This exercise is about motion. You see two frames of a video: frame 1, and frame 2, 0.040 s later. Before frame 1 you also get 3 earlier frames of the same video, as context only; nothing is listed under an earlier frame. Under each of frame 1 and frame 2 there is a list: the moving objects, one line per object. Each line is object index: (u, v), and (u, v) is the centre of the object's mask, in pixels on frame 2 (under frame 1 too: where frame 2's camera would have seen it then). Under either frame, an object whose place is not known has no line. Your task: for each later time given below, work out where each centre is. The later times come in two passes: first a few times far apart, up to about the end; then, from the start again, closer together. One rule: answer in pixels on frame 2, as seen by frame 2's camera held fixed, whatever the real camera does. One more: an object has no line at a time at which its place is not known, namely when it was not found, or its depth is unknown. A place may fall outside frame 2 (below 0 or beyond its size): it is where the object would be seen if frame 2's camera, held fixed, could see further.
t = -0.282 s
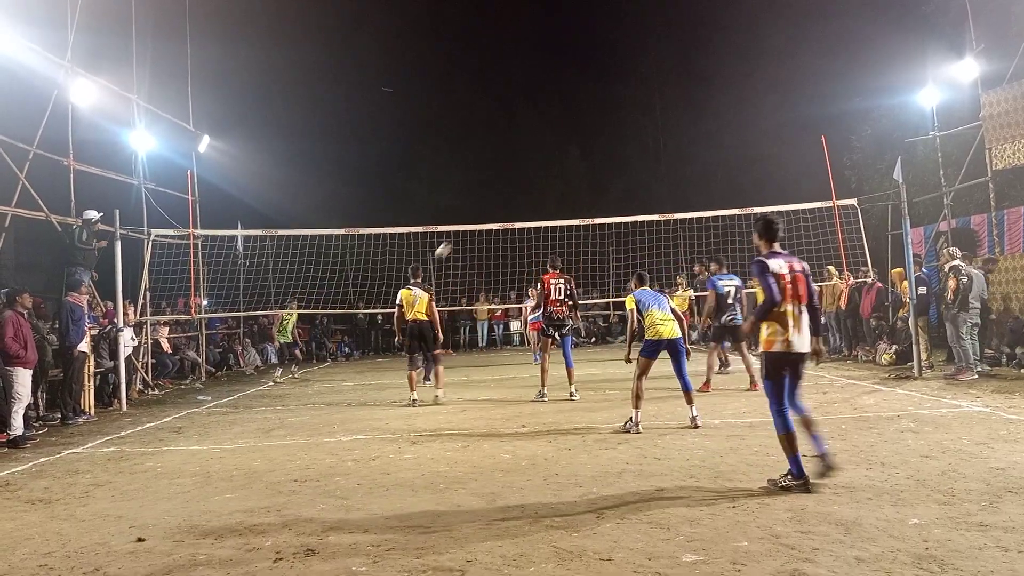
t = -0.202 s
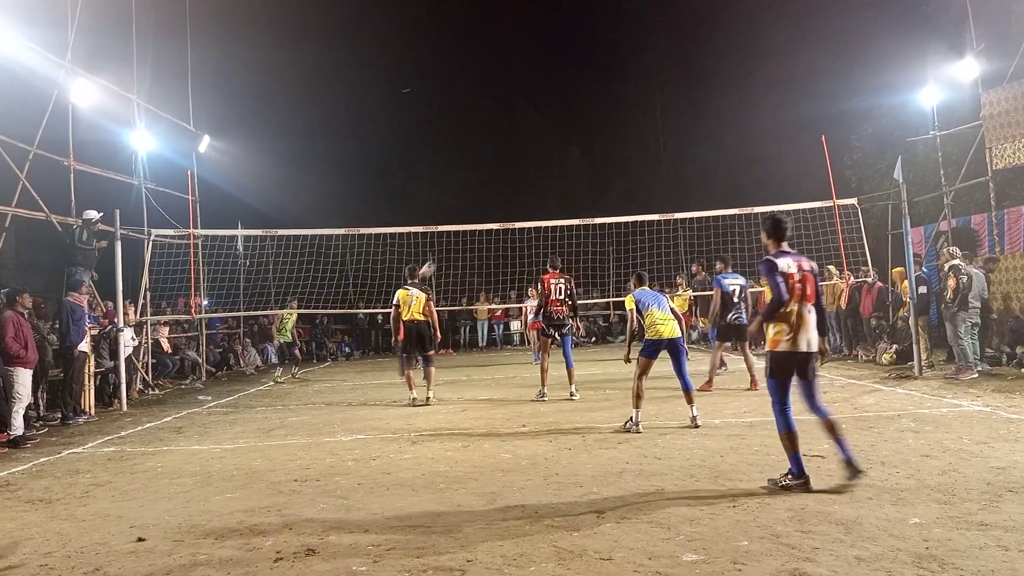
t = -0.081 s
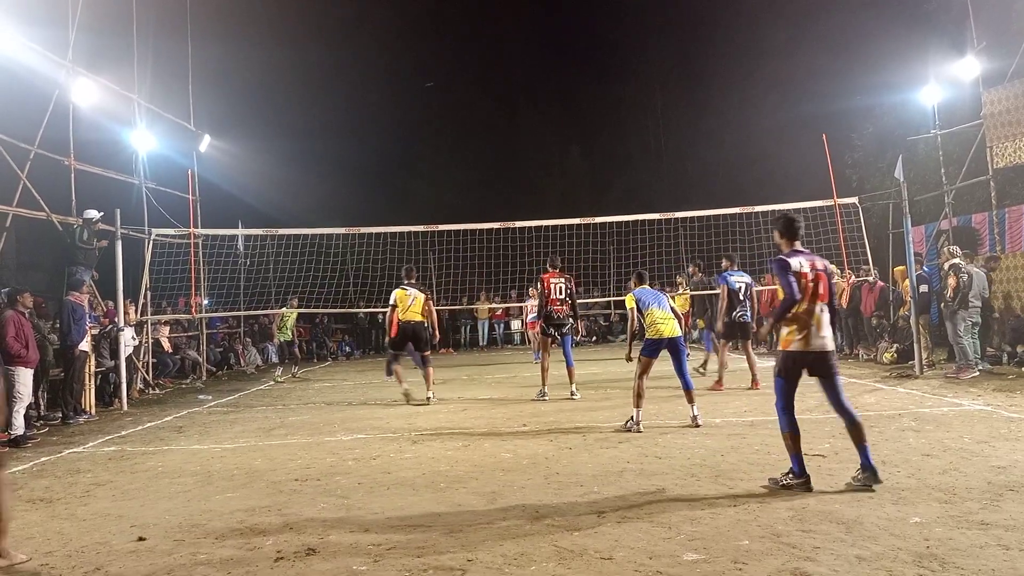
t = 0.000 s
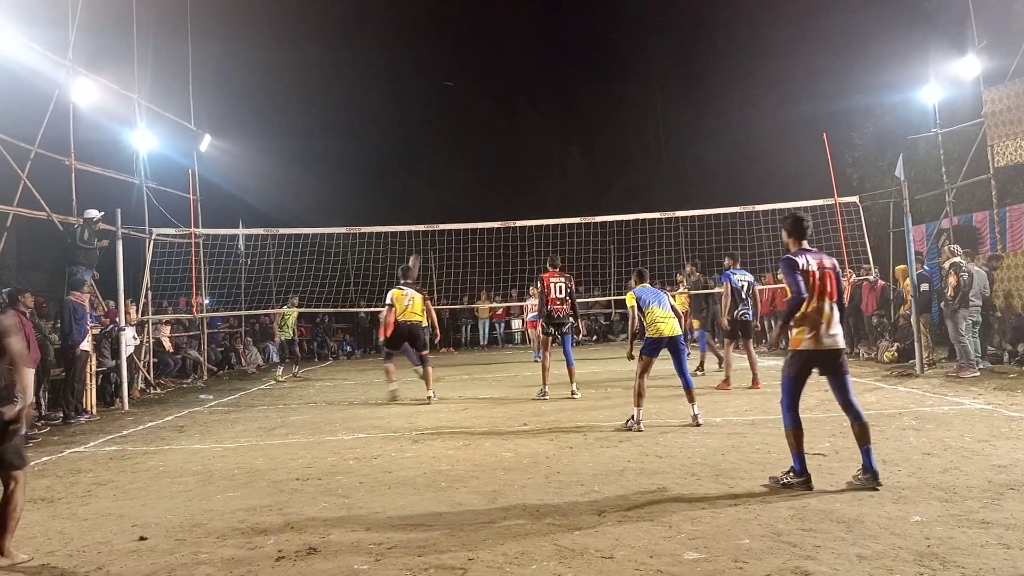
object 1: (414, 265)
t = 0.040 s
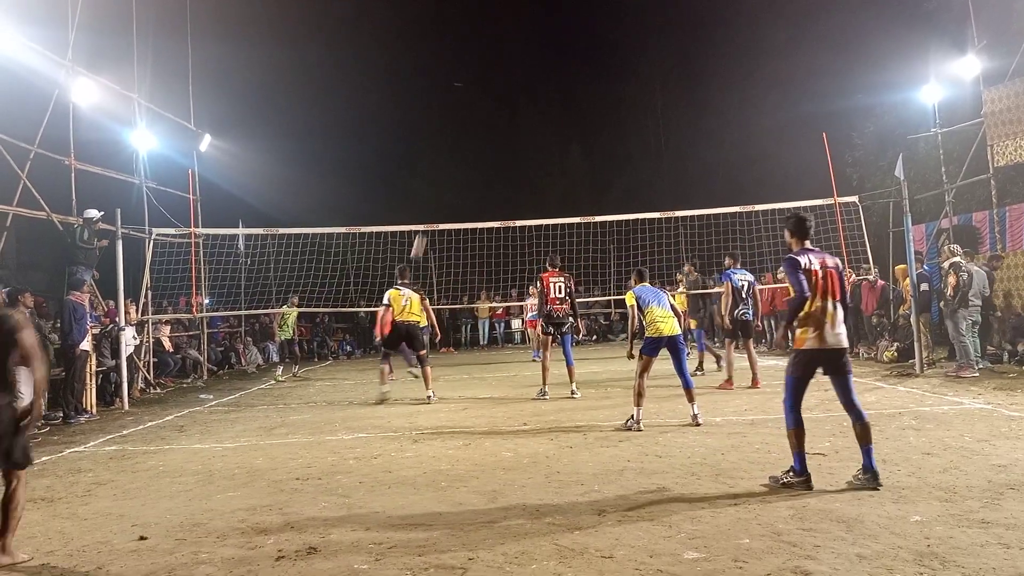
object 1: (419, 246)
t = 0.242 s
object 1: (449, 157)
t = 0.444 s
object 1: (480, 90)
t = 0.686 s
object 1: (520, 37)
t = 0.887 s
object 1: (554, 17)
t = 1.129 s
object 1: (597, 22)
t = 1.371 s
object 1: (640, 61)
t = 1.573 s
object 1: (676, 118)
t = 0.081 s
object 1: (425, 227)
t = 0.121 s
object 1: (430, 209)
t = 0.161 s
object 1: (437, 191)
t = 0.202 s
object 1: (443, 173)
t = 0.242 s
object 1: (449, 157)
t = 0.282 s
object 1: (455, 142)
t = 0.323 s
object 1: (461, 127)
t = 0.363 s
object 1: (468, 114)
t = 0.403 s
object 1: (474, 101)
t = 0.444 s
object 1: (480, 90)
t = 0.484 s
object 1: (487, 79)
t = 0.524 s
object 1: (493, 68)
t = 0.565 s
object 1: (500, 59)
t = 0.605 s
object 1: (506, 51)
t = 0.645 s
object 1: (513, 43)
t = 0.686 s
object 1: (520, 37)
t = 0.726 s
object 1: (526, 31)
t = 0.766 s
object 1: (534, 26)
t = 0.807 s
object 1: (540, 22)
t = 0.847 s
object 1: (547, 19)
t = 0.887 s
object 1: (554, 17)
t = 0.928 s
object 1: (561, 15)
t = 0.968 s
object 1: (568, 15)
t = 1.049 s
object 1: (582, 17)
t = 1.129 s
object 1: (597, 22)
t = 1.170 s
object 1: (604, 27)
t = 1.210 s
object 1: (611, 31)
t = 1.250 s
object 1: (618, 37)
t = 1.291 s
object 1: (626, 44)
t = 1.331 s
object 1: (633, 52)
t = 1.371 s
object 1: (640, 61)
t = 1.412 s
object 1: (647, 70)
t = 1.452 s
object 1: (654, 81)
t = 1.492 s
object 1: (662, 93)
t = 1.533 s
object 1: (669, 105)
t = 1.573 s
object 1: (676, 118)
